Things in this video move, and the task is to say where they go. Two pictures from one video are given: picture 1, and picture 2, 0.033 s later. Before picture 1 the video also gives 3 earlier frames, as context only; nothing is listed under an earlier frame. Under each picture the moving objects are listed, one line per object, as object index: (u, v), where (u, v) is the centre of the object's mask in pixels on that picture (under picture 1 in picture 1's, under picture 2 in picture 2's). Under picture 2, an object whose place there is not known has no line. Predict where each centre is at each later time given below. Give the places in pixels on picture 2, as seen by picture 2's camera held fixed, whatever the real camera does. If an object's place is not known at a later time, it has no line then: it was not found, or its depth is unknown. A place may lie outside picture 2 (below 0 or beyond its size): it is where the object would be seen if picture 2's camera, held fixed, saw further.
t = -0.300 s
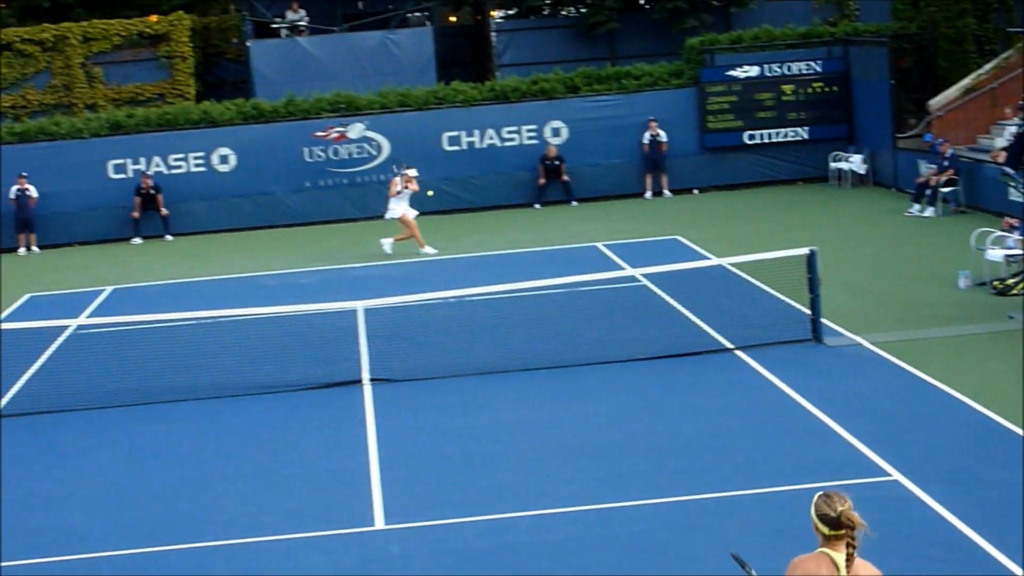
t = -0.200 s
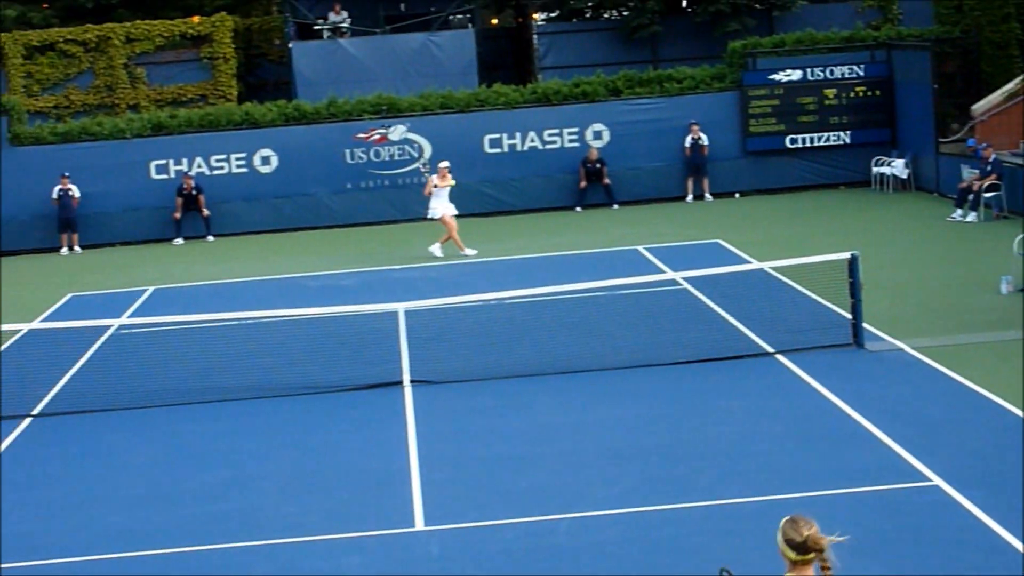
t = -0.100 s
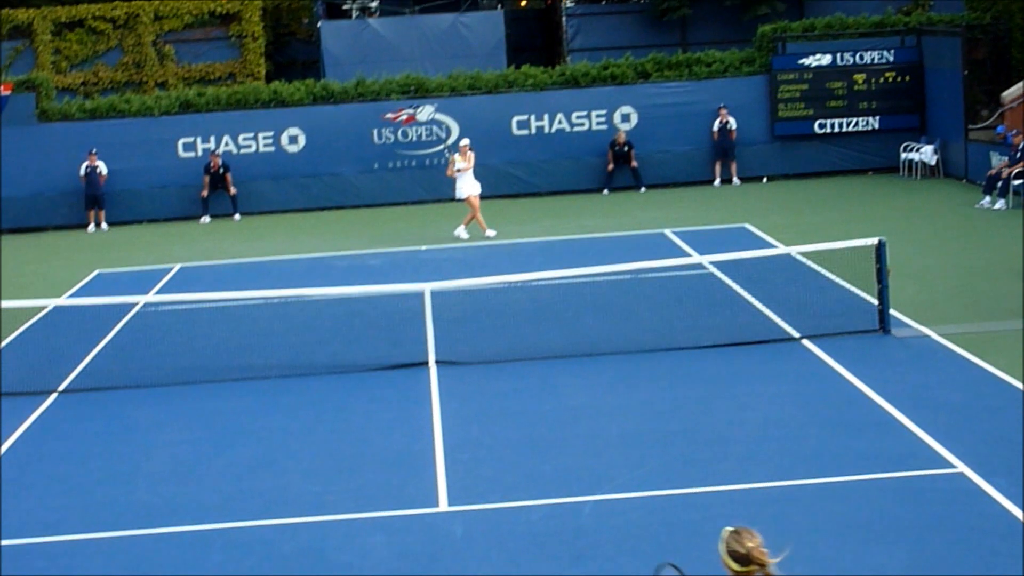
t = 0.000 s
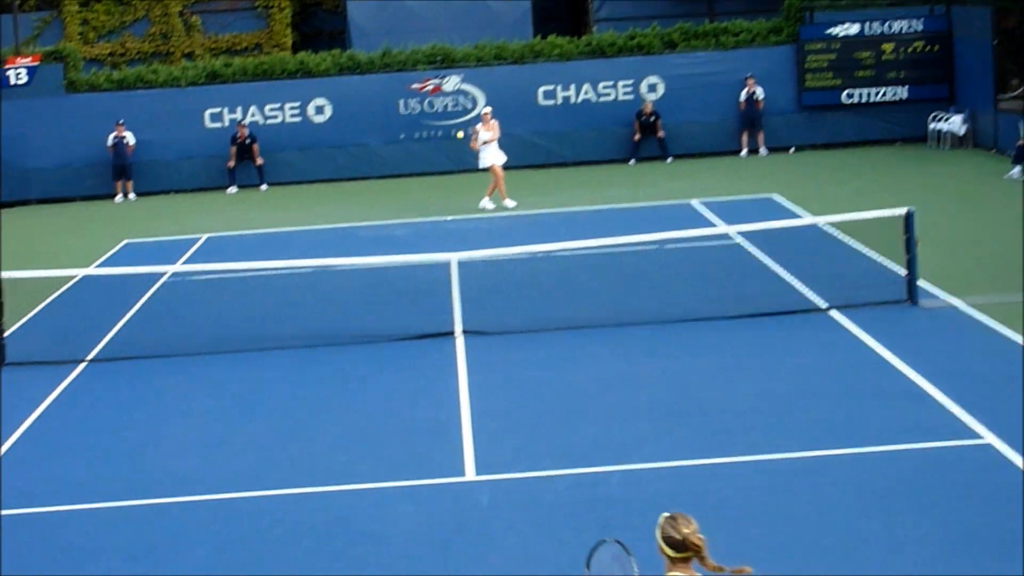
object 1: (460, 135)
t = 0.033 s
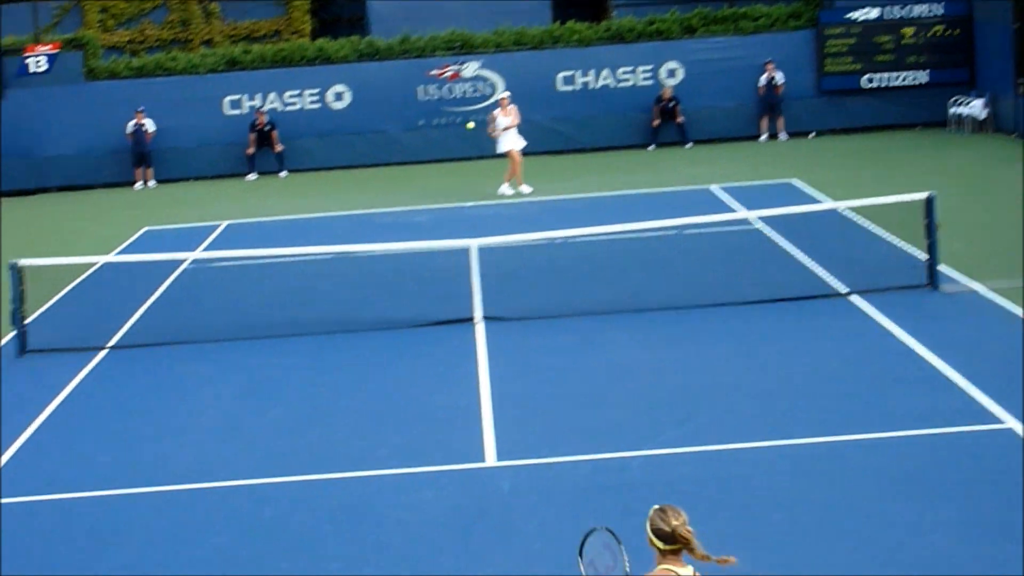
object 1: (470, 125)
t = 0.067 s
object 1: (467, 130)
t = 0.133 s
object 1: (457, 146)
